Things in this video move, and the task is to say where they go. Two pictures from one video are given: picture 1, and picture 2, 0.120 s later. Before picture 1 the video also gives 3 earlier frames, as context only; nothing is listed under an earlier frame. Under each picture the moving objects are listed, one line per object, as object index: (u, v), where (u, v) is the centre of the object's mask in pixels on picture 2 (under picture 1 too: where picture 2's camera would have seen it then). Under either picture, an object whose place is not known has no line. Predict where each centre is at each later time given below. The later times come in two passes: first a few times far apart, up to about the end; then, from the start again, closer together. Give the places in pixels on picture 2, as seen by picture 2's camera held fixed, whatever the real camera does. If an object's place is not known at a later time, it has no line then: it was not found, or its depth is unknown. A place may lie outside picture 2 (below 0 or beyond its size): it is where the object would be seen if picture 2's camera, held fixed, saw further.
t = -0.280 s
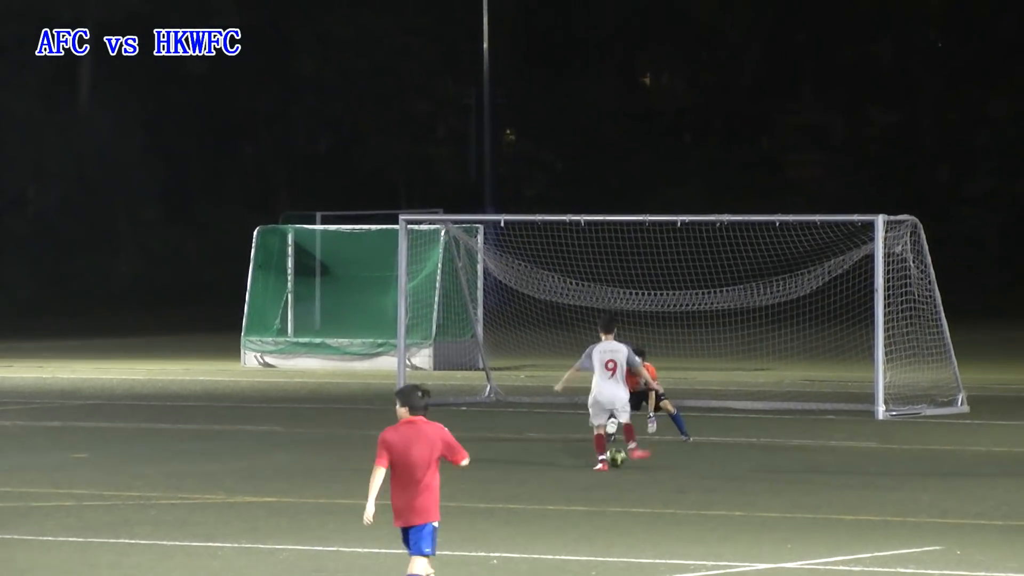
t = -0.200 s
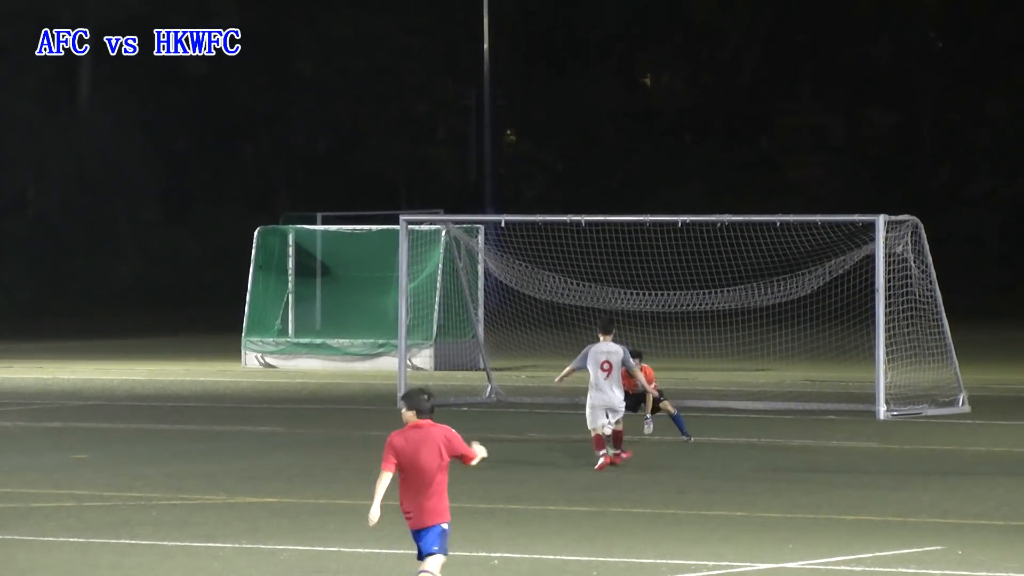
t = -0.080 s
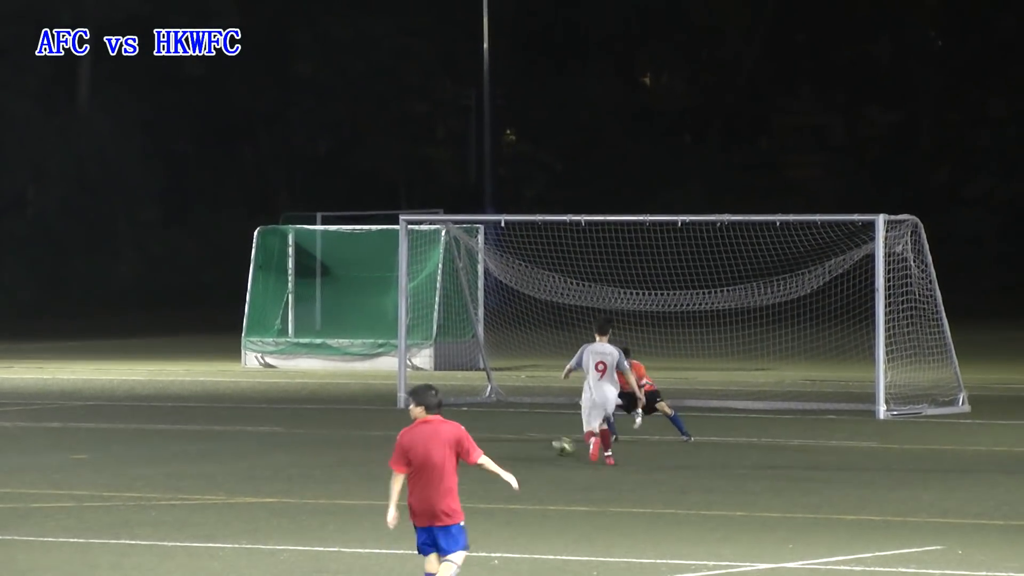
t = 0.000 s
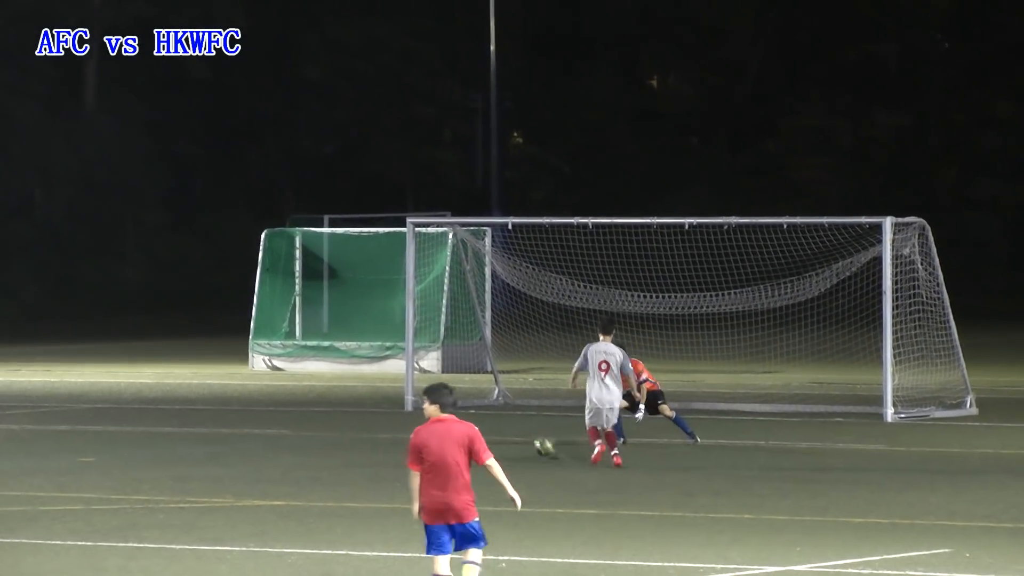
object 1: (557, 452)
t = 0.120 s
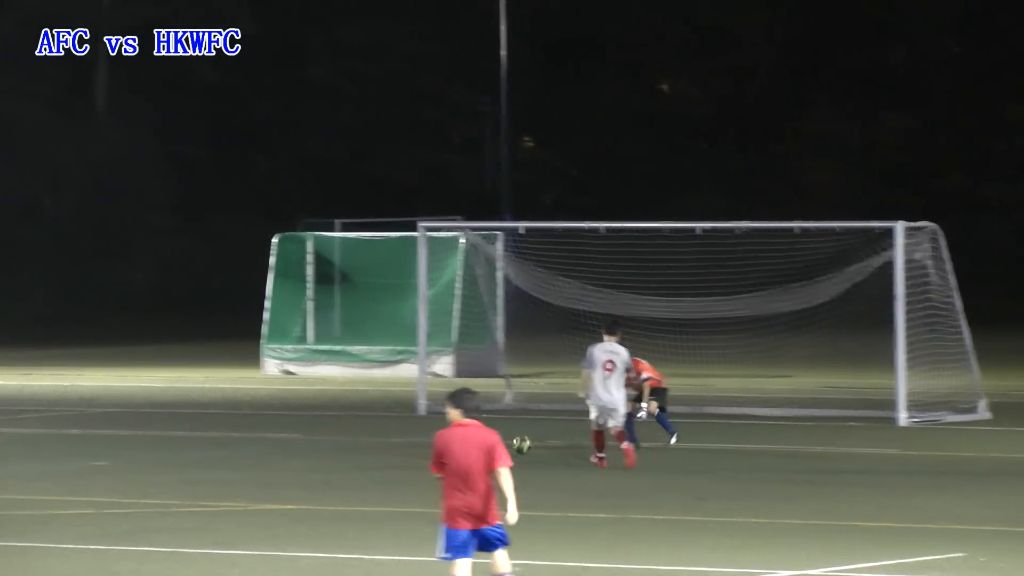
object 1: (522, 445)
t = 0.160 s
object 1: (514, 446)
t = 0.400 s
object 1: (454, 438)
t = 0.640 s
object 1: (412, 436)
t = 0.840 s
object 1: (379, 430)
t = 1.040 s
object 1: (346, 426)
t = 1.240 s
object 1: (316, 420)
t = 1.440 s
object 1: (289, 419)
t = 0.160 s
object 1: (514, 446)
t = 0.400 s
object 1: (454, 438)
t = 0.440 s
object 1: (450, 437)
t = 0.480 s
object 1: (442, 437)
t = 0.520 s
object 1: (433, 437)
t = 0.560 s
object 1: (426, 436)
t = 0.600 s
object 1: (419, 436)
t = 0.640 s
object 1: (412, 436)
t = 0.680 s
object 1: (405, 434)
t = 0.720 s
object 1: (398, 433)
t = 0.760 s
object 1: (392, 432)
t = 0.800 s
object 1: (386, 431)
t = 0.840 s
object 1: (379, 430)
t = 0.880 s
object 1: (372, 430)
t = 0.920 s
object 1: (364, 429)
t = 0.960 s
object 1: (359, 427)
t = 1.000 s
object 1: (353, 427)
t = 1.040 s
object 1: (346, 426)
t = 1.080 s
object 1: (341, 425)
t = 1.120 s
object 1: (334, 424)
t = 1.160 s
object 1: (328, 425)
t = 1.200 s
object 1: (322, 423)
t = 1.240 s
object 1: (316, 420)
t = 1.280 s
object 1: (311, 419)
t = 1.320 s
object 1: (305, 419)
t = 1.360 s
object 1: (299, 420)
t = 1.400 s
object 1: (294, 421)
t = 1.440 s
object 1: (289, 419)
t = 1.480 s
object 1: (283, 417)
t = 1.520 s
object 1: (278, 417)
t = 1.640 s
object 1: (262, 417)
